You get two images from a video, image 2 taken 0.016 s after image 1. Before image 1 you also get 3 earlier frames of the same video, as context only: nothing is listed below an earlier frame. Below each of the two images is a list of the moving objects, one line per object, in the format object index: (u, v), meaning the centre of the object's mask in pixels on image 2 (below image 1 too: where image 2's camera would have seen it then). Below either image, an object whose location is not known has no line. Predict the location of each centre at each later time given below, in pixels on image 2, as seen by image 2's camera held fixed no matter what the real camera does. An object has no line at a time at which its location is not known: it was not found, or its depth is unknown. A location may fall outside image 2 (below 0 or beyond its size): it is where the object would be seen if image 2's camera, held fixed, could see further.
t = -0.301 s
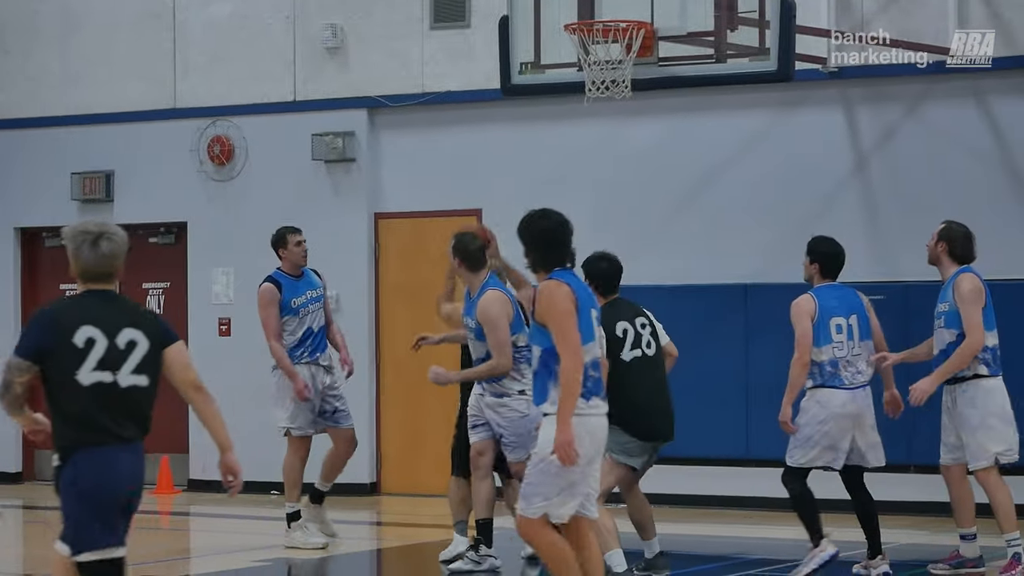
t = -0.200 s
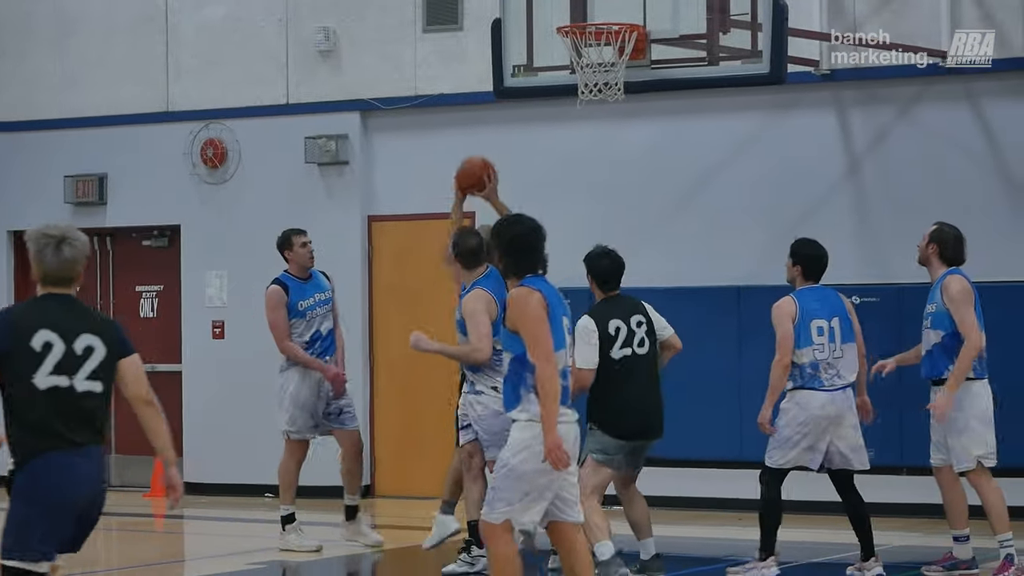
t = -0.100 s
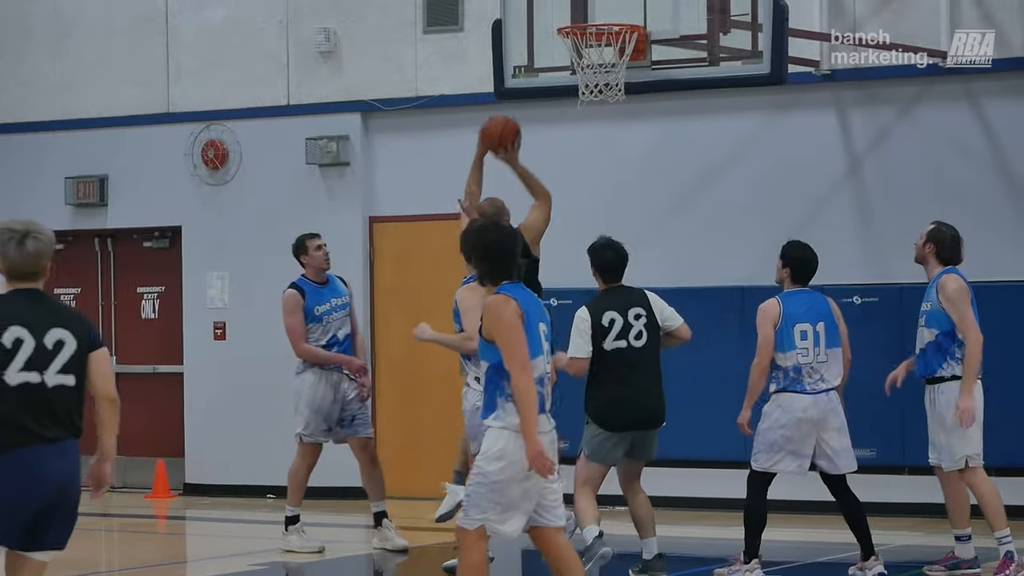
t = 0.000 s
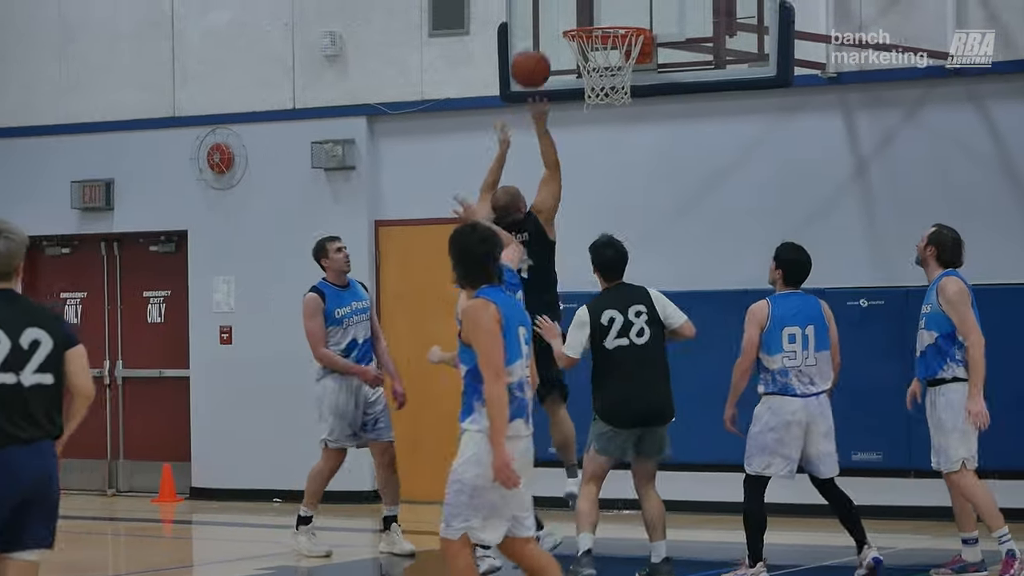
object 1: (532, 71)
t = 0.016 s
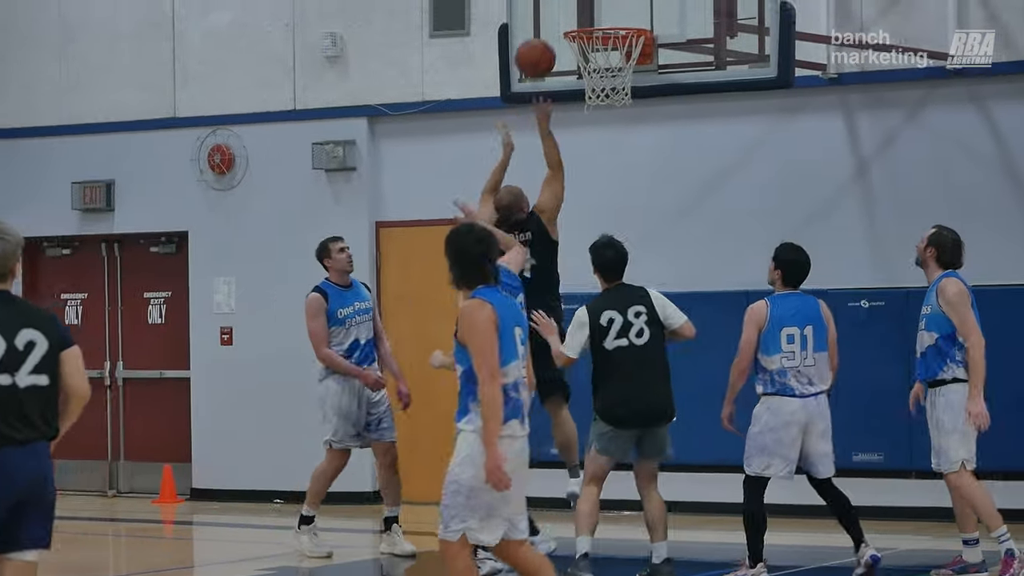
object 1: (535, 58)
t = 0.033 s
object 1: (539, 48)
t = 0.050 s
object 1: (544, 38)
